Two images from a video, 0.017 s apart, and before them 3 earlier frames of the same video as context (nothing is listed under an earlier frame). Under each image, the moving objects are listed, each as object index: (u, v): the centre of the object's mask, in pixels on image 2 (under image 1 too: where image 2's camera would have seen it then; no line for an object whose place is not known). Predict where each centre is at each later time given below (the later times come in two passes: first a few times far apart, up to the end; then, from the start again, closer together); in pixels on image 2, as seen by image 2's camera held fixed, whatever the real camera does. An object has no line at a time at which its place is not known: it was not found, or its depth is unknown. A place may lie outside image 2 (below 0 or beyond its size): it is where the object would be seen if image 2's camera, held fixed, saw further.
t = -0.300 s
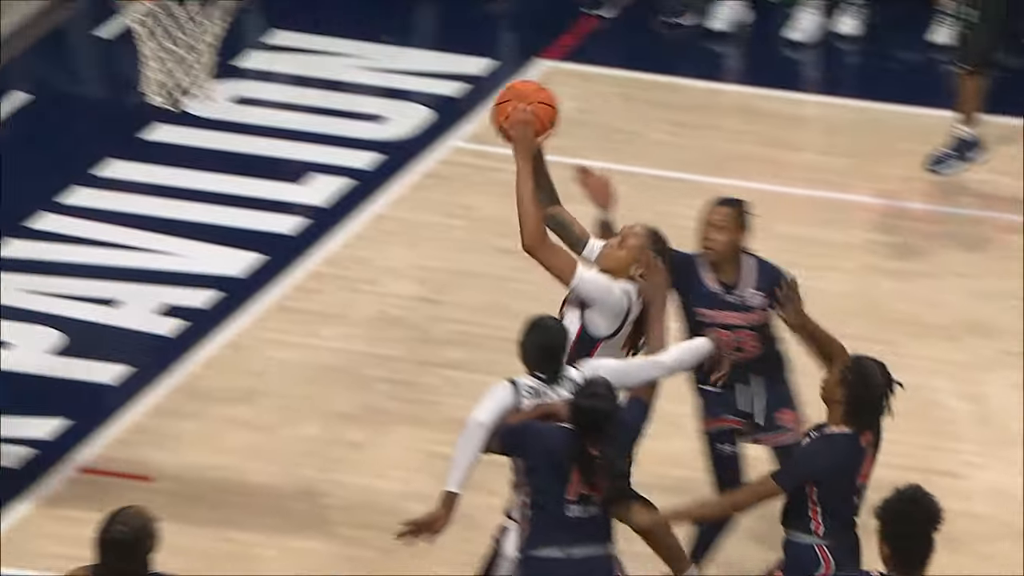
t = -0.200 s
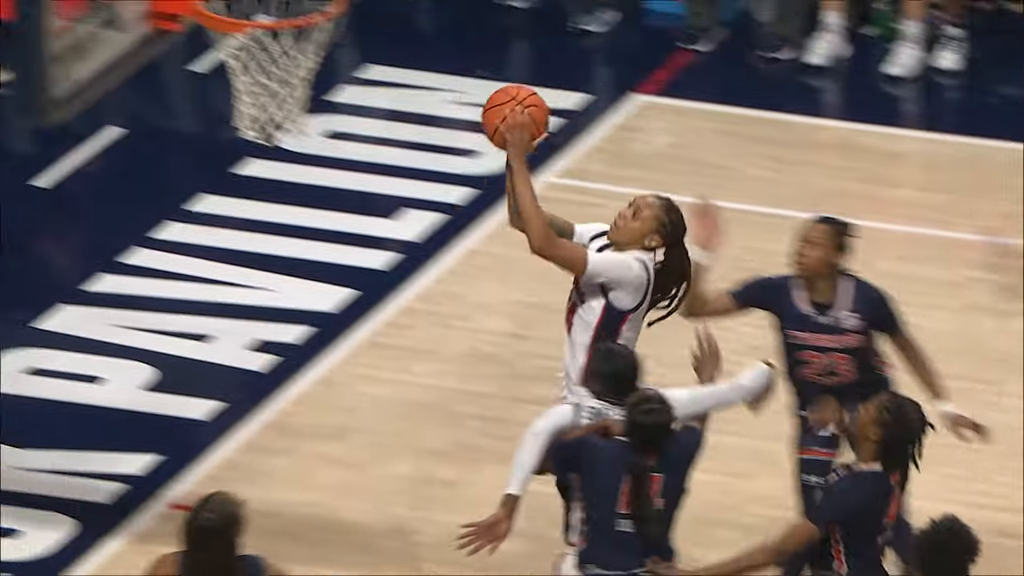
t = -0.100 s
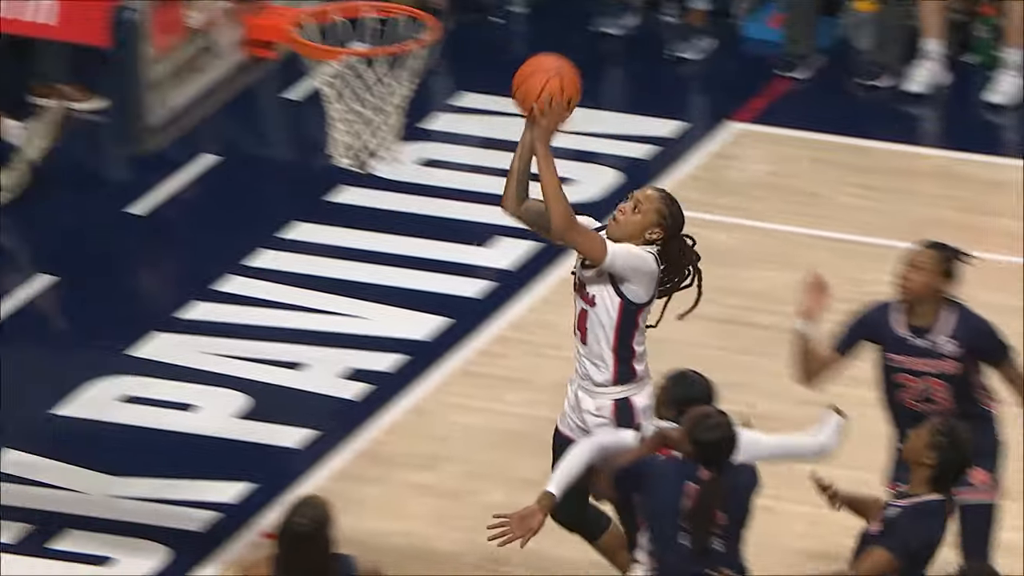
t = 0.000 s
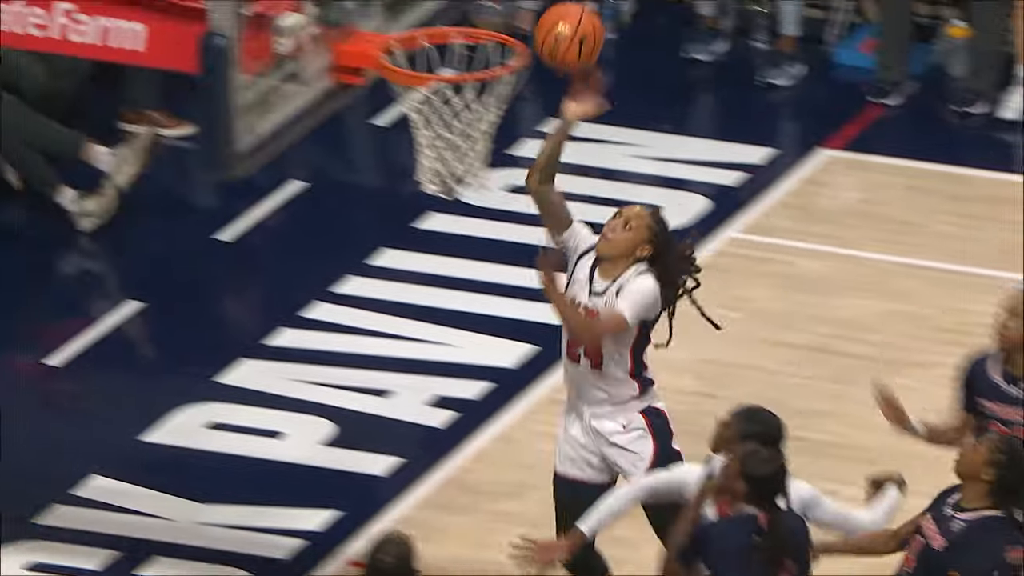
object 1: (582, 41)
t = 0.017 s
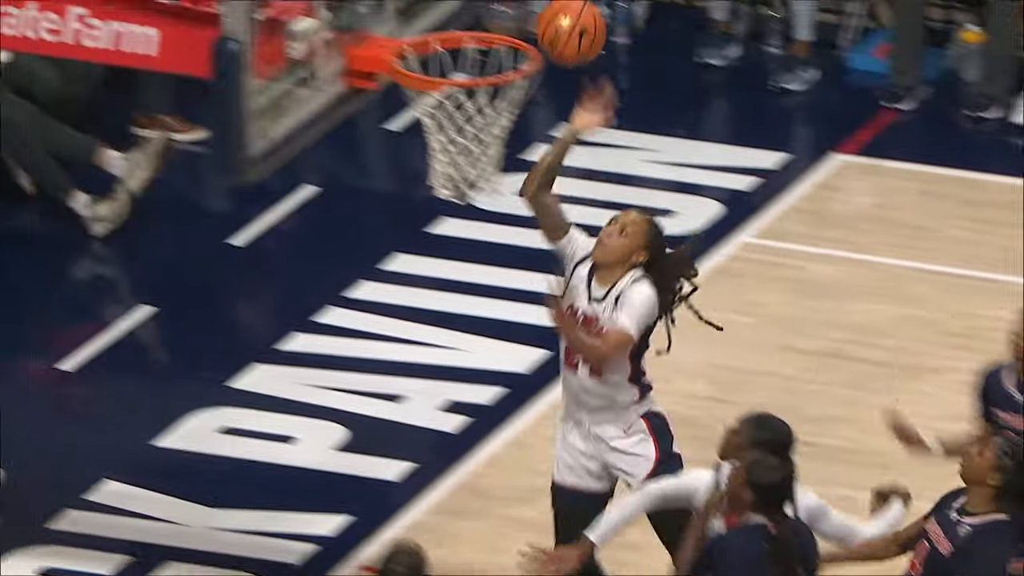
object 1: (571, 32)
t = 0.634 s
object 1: (510, 96)
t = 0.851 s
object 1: (493, 95)
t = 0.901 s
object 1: (478, 102)
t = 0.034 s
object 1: (560, 23)
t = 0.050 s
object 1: (548, 15)
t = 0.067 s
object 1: (537, 8)
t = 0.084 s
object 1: (526, 1)
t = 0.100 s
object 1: (513, -6)
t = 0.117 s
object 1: (502, -14)
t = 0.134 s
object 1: (493, -20)
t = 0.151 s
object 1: (481, -26)
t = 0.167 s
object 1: (469, -33)
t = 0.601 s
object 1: (499, 90)
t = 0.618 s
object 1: (505, 95)
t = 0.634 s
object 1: (510, 96)
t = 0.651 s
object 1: (512, 93)
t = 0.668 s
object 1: (513, 92)
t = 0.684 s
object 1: (513, 90)
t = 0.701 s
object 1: (511, 89)
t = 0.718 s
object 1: (509, 92)
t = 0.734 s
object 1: (510, 91)
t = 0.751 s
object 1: (508, 90)
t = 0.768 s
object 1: (508, 84)
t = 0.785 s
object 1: (507, 83)
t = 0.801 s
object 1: (506, 84)
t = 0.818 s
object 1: (504, 83)
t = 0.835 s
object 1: (497, 87)
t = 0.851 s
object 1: (493, 95)
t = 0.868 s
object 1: (487, 97)
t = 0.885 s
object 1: (483, 97)
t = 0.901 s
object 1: (478, 102)
